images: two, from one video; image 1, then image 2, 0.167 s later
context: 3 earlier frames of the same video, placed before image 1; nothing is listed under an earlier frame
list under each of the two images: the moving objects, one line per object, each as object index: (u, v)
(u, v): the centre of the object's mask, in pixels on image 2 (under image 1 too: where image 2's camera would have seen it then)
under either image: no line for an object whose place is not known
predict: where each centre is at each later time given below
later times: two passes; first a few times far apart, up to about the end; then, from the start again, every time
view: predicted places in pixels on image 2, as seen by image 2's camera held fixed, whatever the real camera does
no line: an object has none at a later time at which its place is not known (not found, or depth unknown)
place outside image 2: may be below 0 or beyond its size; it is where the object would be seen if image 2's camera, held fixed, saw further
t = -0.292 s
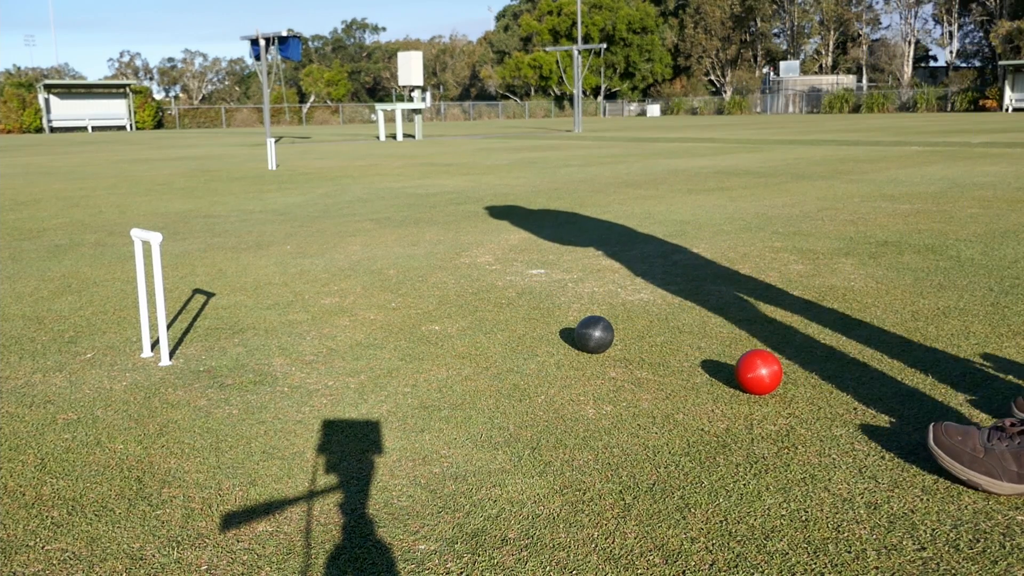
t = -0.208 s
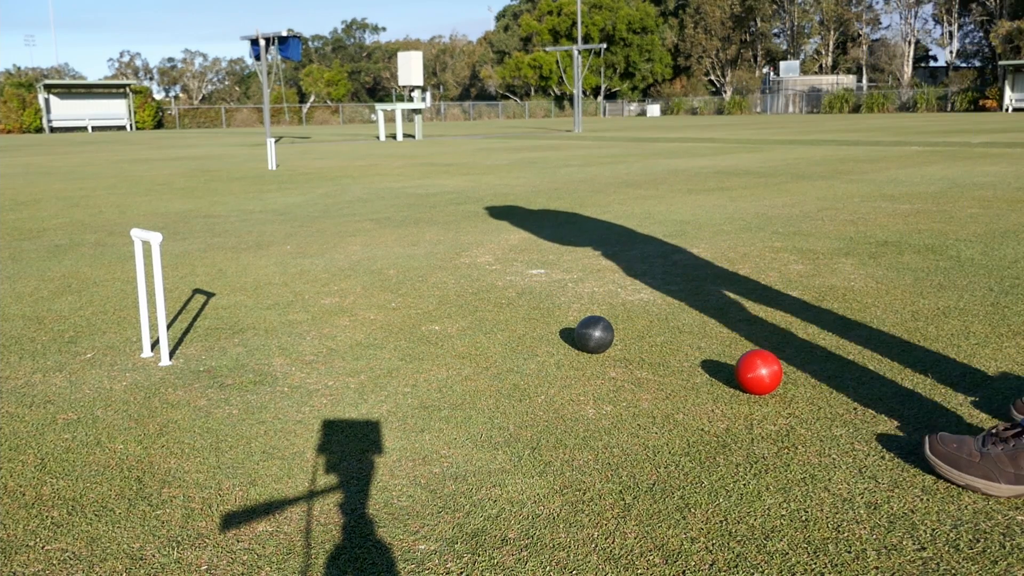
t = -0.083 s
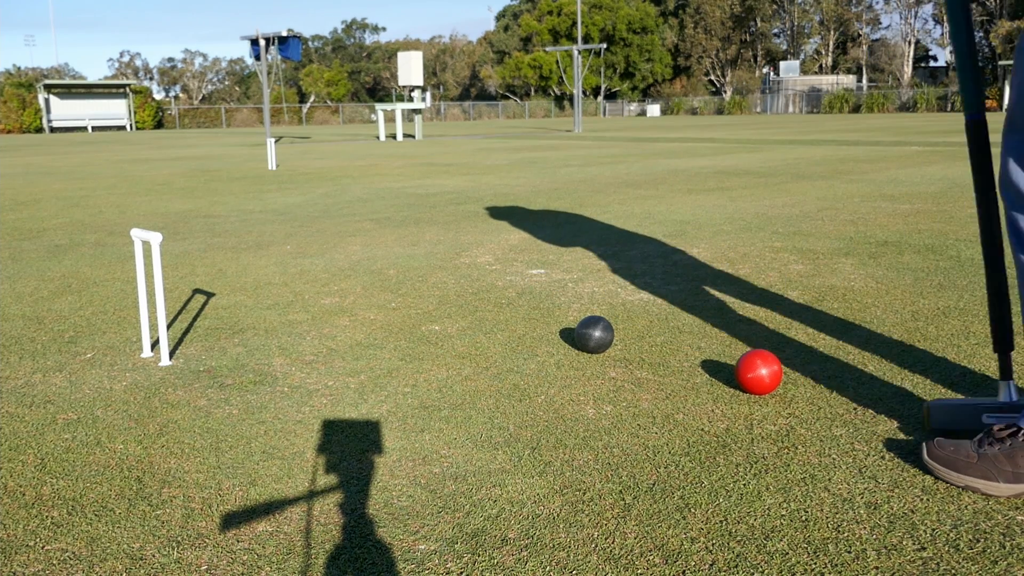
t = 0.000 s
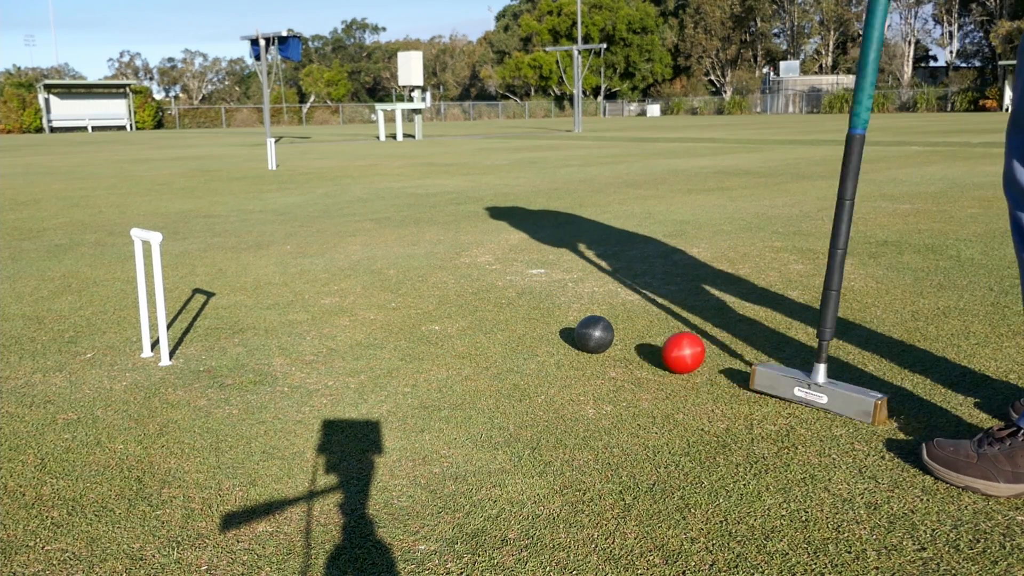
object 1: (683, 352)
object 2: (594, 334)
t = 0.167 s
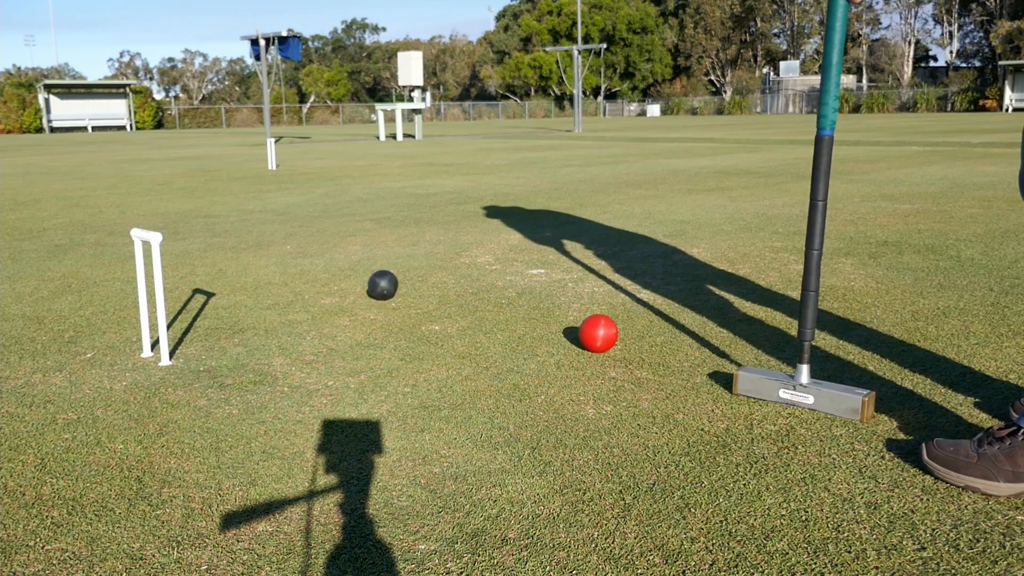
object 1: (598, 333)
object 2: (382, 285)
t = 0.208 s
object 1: (592, 332)
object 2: (345, 278)
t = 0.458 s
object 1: (561, 324)
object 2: (203, 247)
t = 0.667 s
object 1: (541, 319)
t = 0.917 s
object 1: (523, 316)
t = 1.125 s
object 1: (514, 314)
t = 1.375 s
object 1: (507, 314)
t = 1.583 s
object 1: (504, 314)
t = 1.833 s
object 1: (504, 314)
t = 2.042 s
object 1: (504, 314)
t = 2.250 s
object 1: (504, 314)
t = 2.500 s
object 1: (504, 314)
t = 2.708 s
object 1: (504, 314)
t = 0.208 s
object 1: (592, 332)
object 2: (345, 278)
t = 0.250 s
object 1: (586, 330)
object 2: (314, 271)
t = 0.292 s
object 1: (580, 329)
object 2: (286, 265)
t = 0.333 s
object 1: (575, 327)
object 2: (262, 260)
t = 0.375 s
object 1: (570, 326)
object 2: (241, 254)
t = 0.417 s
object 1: (565, 325)
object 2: (221, 251)
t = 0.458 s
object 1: (561, 324)
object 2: (203, 247)
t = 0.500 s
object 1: (557, 323)
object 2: (187, 243)
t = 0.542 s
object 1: (552, 322)
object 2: (167, 238)
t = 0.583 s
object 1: (548, 321)
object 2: (152, 228)
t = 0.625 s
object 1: (544, 320)
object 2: (134, 228)
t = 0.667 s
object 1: (541, 319)
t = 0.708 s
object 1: (537, 319)
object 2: (113, 228)
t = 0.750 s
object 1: (534, 318)
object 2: (102, 225)
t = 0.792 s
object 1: (531, 318)
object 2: (92, 222)
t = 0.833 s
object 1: (528, 317)
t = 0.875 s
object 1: (525, 317)
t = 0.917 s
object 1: (523, 316)
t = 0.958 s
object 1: (521, 316)
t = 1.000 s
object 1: (519, 315)
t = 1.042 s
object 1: (517, 315)
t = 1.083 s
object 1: (515, 314)
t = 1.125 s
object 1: (514, 314)
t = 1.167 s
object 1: (513, 314)
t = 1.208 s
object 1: (512, 314)
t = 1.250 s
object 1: (511, 314)
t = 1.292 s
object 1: (509, 314)
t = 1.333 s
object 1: (508, 314)
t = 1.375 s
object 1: (507, 314)
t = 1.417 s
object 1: (506, 314)
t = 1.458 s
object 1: (505, 314)
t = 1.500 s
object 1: (505, 314)
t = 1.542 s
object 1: (504, 314)
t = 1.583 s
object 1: (504, 314)
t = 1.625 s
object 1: (504, 314)
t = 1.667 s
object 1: (504, 314)
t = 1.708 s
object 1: (504, 314)
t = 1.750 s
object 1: (504, 314)
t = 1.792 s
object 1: (504, 314)
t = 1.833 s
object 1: (504, 314)
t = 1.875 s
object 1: (504, 314)
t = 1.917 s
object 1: (504, 314)
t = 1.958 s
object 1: (504, 314)
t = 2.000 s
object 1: (504, 314)
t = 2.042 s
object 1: (504, 314)
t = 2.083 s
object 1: (504, 314)
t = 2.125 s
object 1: (504, 314)
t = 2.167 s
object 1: (504, 314)
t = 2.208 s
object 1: (504, 314)
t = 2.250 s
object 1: (504, 314)
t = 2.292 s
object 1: (504, 314)
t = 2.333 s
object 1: (504, 314)
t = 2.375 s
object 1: (504, 314)
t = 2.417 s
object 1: (504, 314)
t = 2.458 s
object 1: (504, 314)
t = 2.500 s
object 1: (504, 314)
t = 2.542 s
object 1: (504, 314)
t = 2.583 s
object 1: (504, 314)
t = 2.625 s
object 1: (504, 314)
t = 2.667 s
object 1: (504, 314)
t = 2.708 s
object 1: (504, 314)
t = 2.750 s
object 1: (504, 314)
